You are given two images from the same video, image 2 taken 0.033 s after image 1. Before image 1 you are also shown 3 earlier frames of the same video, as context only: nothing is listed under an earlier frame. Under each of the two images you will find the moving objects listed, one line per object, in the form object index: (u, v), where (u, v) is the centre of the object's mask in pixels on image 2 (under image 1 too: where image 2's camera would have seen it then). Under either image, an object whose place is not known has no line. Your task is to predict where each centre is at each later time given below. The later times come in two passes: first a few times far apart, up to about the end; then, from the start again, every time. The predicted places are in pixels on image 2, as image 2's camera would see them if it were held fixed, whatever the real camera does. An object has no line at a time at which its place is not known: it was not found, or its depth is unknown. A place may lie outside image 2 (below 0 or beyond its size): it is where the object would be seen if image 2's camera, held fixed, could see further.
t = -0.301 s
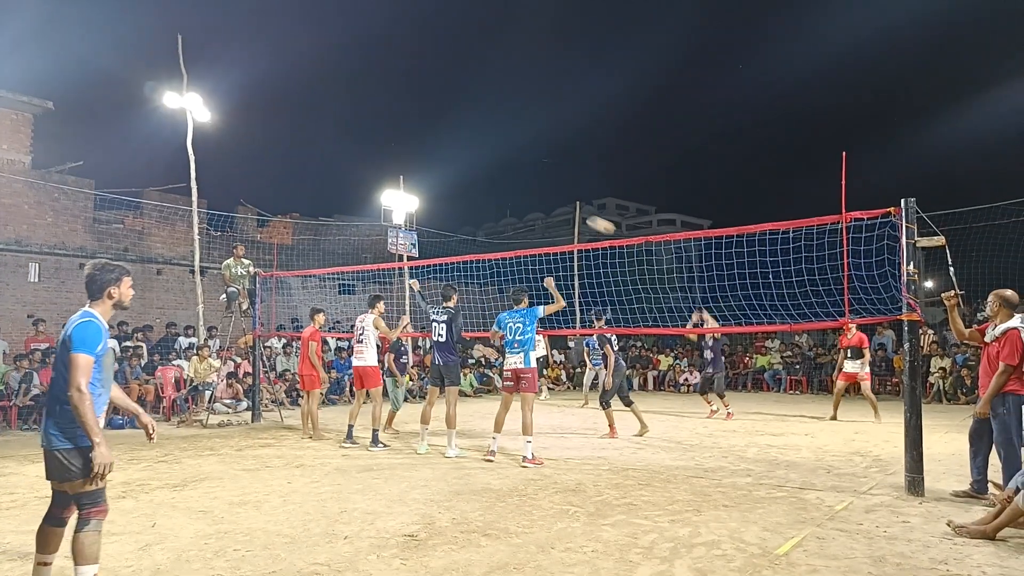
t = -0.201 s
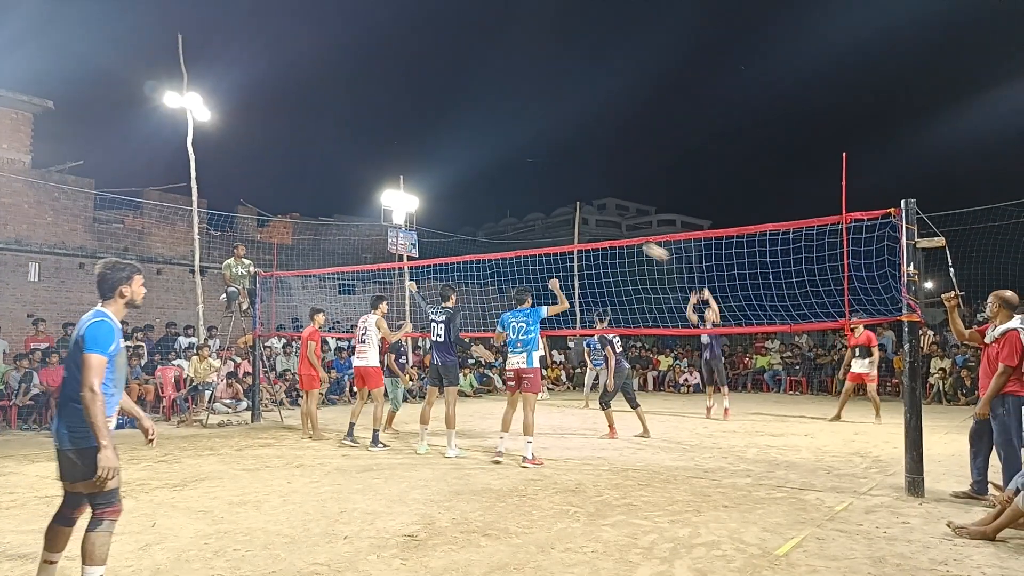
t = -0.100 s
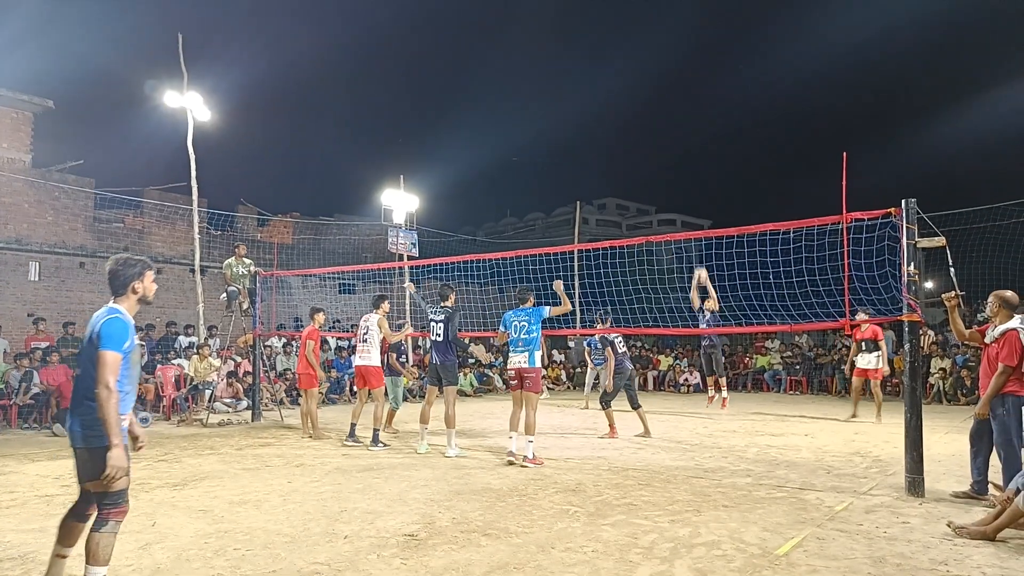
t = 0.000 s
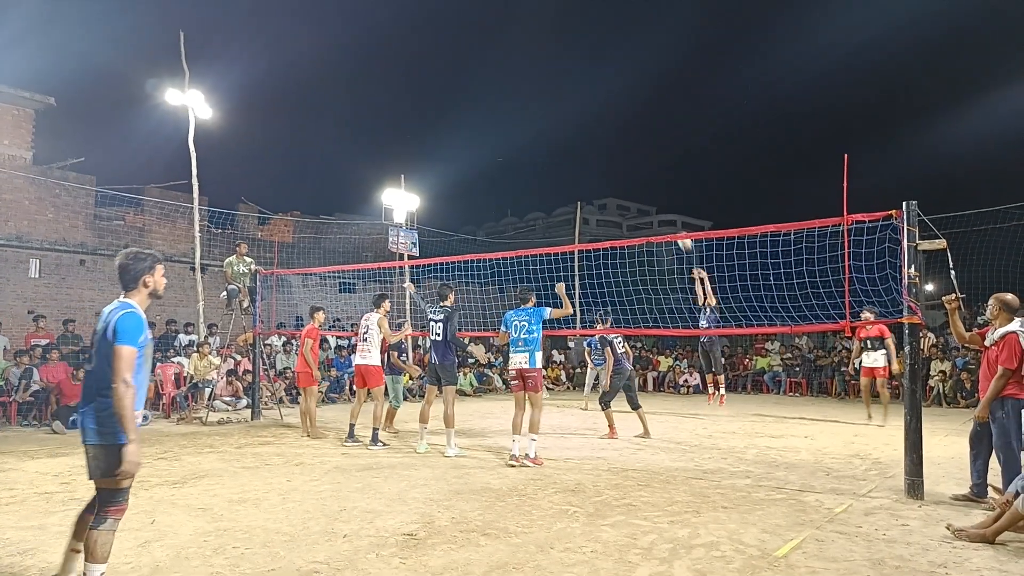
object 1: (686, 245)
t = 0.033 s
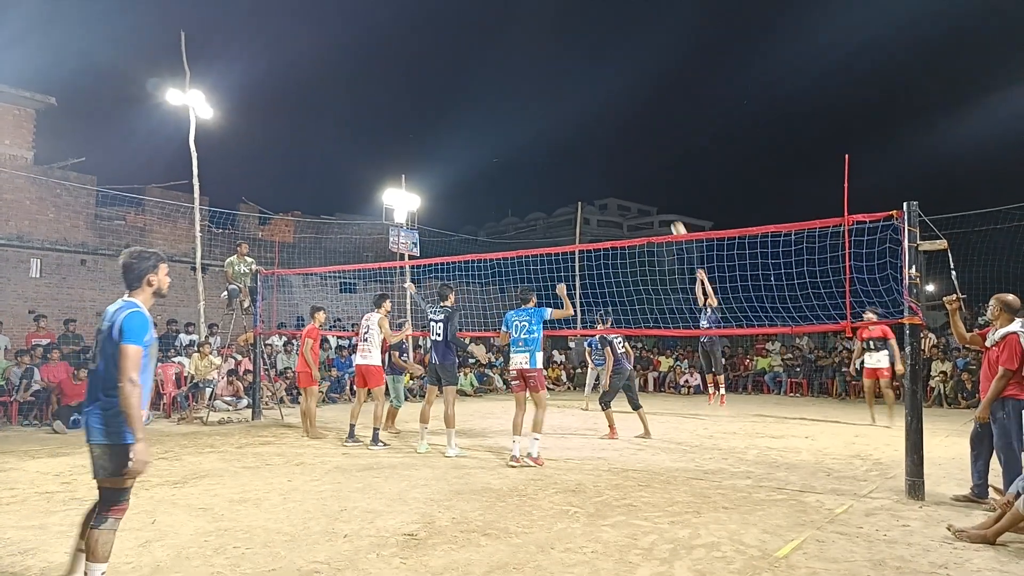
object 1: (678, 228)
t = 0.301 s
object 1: (630, 167)
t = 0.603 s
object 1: (572, 145)
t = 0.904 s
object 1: (513, 177)
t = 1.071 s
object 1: (480, 219)
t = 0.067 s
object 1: (673, 220)
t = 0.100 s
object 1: (667, 211)
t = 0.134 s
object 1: (660, 202)
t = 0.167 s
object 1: (654, 193)
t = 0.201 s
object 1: (648, 186)
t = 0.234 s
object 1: (642, 179)
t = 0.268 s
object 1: (636, 173)
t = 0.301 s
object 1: (630, 167)
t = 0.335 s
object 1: (623, 162)
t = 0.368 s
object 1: (617, 157)
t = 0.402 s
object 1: (611, 154)
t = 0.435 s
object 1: (604, 151)
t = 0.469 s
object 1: (598, 148)
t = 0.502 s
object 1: (592, 146)
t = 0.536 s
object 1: (585, 145)
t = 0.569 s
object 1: (579, 145)
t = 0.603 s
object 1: (572, 145)
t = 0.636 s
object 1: (566, 146)
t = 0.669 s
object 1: (559, 147)
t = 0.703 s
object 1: (553, 149)
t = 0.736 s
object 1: (546, 152)
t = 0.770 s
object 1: (539, 156)
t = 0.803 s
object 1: (533, 160)
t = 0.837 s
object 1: (526, 165)
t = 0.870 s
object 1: (520, 170)
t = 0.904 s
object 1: (513, 177)
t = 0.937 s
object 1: (507, 184)
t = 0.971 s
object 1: (500, 191)
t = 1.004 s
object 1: (493, 199)
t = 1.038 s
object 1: (487, 209)
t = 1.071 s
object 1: (480, 219)
